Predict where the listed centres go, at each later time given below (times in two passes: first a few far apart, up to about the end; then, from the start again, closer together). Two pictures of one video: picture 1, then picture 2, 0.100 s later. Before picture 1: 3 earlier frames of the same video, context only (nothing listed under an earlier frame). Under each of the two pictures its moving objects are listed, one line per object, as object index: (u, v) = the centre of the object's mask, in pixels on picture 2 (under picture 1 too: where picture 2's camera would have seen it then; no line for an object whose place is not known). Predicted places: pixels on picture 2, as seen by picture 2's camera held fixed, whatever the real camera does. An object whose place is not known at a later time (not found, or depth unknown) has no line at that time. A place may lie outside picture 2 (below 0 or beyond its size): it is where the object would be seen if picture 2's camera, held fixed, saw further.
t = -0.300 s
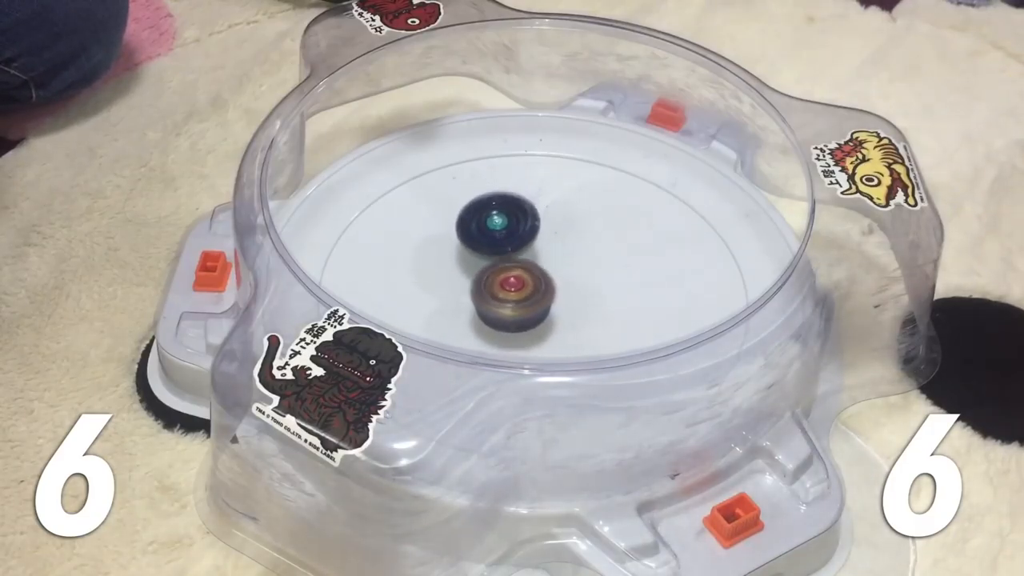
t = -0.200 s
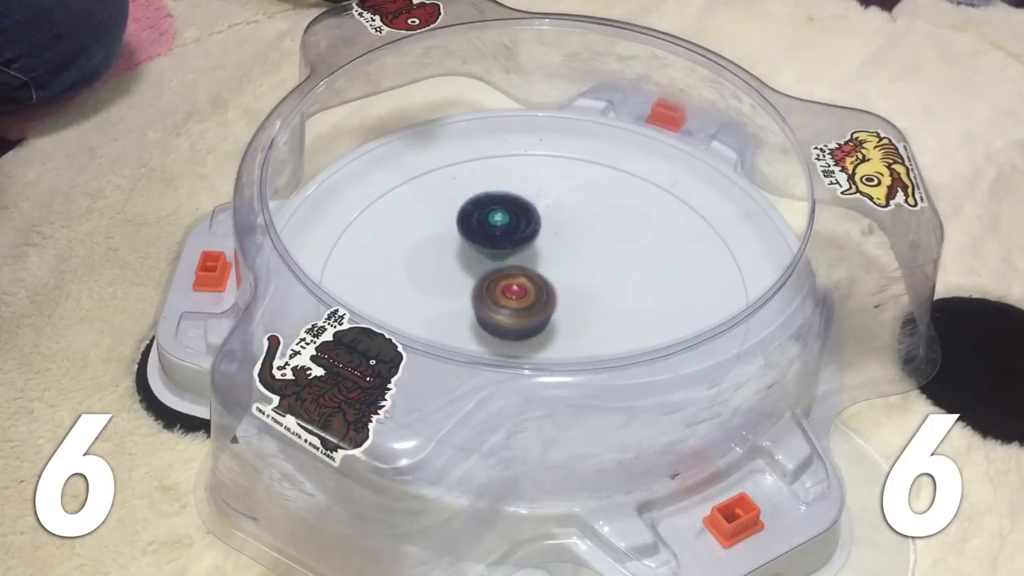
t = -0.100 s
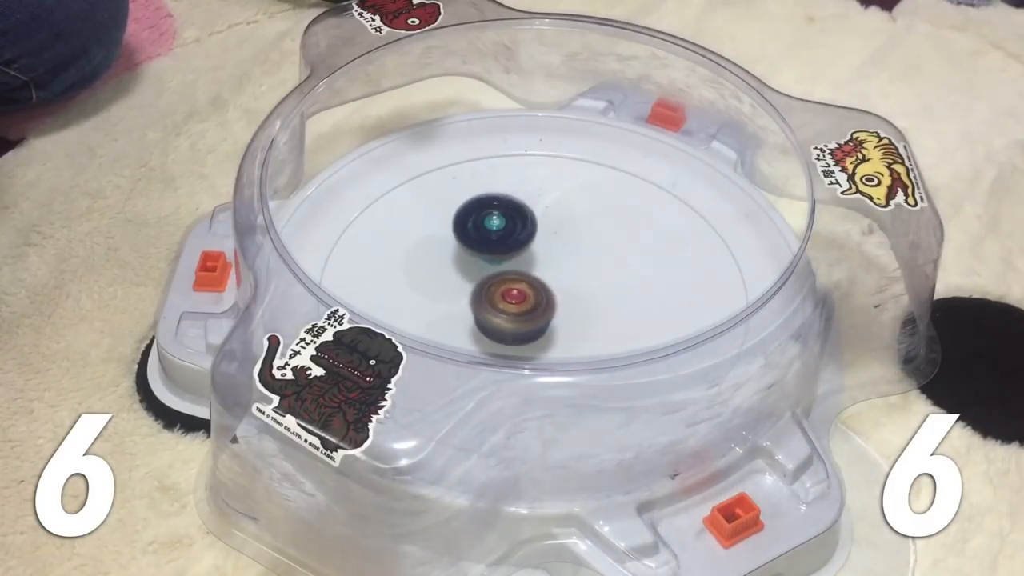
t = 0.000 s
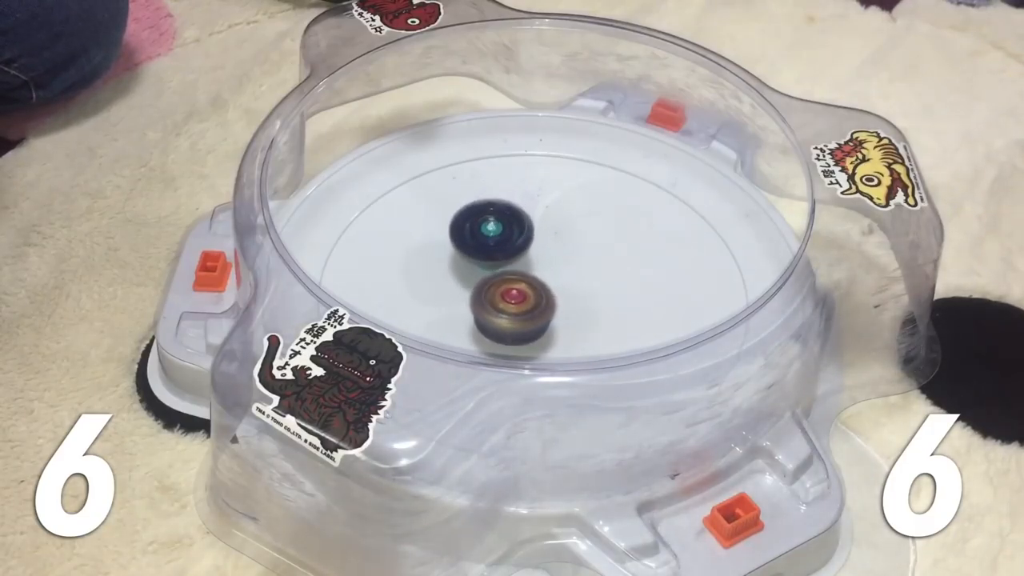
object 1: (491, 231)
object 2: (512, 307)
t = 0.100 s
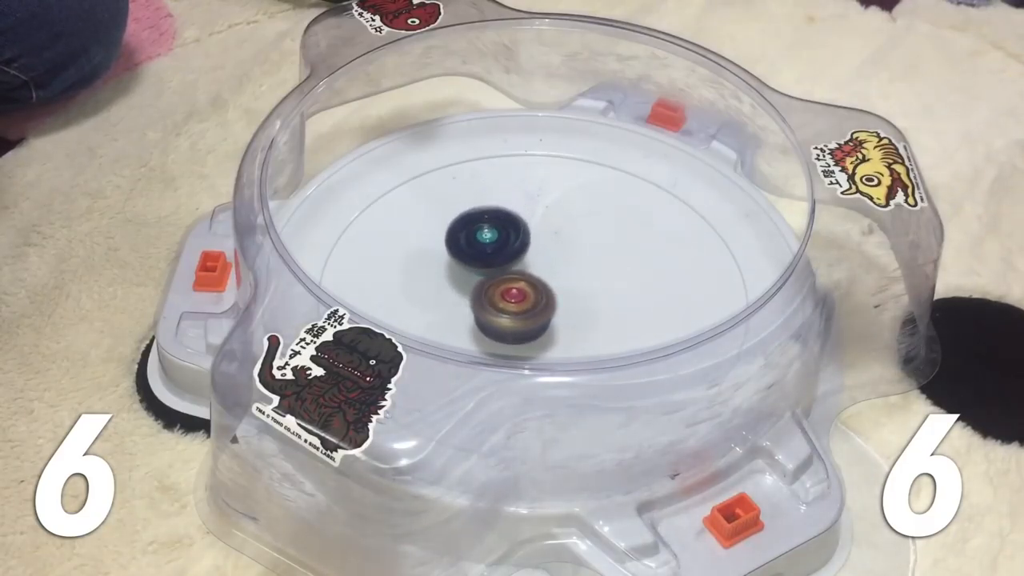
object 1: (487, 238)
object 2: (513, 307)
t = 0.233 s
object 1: (484, 229)
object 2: (521, 321)
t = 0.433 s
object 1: (479, 236)
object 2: (525, 318)
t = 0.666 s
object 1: (477, 243)
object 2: (536, 309)
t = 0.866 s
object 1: (471, 250)
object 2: (546, 297)
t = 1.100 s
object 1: (462, 258)
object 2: (564, 278)
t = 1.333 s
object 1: (478, 271)
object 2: (561, 260)
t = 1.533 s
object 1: (467, 288)
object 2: (570, 243)
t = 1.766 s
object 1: (470, 299)
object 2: (553, 248)
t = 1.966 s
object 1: (478, 308)
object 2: (533, 259)
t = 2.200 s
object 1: (486, 325)
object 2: (523, 265)
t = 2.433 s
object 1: (498, 330)
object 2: (522, 267)
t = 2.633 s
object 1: (506, 325)
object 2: (525, 265)
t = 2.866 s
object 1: (521, 315)
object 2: (531, 255)
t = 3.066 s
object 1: (539, 311)
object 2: (533, 252)
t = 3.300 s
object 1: (560, 312)
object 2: (530, 251)
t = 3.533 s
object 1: (567, 309)
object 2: (524, 256)
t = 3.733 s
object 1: (568, 312)
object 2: (513, 255)
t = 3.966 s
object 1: (566, 305)
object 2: (507, 262)
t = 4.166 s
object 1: (572, 300)
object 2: (501, 267)
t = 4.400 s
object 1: (586, 294)
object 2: (498, 272)
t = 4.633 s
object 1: (618, 298)
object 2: (473, 263)
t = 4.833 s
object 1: (608, 294)
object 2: (484, 264)
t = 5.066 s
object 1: (589, 287)
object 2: (503, 266)
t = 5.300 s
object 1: (597, 278)
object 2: (498, 258)
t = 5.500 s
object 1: (597, 270)
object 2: (506, 259)
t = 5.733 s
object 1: (603, 269)
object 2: (504, 261)
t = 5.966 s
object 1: (599, 271)
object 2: (506, 267)
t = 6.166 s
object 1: (608, 270)
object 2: (489, 269)
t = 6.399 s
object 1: (590, 266)
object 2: (497, 276)
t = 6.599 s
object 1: (596, 261)
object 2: (493, 277)
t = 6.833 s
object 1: (598, 252)
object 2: (498, 274)
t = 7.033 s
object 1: (590, 248)
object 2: (500, 272)
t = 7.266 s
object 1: (604, 249)
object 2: (473, 277)
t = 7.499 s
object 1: (592, 251)
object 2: (472, 286)
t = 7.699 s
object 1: (570, 249)
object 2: (497, 291)
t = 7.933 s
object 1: (579, 218)
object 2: (492, 303)
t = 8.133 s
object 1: (569, 216)
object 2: (499, 298)
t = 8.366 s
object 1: (553, 231)
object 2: (501, 284)
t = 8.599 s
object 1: (554, 215)
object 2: (482, 298)
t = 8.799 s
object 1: (539, 217)
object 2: (492, 302)
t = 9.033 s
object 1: (524, 223)
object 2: (510, 288)
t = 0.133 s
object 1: (486, 235)
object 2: (516, 311)
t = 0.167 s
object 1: (485, 230)
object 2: (519, 317)
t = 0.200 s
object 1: (485, 228)
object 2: (520, 320)
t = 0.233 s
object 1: (484, 229)
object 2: (521, 321)
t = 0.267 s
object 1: (482, 229)
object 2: (521, 321)
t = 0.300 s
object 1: (480, 230)
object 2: (522, 321)
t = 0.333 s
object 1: (479, 231)
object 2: (523, 320)
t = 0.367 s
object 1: (478, 233)
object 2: (523, 320)
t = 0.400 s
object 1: (479, 235)
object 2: (524, 319)
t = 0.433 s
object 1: (479, 236)
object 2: (525, 318)
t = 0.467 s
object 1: (478, 238)
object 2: (526, 317)
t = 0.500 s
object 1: (478, 241)
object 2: (527, 316)
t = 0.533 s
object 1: (479, 243)
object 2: (528, 314)
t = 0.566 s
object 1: (479, 246)
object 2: (529, 312)
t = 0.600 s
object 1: (480, 248)
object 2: (530, 309)
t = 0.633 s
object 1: (478, 246)
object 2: (534, 309)
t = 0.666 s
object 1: (477, 243)
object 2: (536, 309)
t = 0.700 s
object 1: (477, 244)
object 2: (538, 308)
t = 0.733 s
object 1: (477, 247)
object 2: (538, 305)
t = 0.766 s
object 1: (477, 249)
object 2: (539, 303)
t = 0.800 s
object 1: (474, 249)
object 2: (542, 301)
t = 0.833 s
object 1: (472, 248)
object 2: (545, 300)
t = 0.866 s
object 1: (471, 250)
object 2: (546, 297)
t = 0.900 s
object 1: (470, 252)
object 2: (547, 294)
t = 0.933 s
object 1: (468, 252)
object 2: (551, 291)
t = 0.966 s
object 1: (463, 252)
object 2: (556, 289)
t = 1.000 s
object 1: (462, 252)
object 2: (560, 287)
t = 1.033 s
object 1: (461, 254)
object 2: (562, 284)
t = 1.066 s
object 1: (461, 255)
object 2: (563, 281)
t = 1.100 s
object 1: (462, 258)
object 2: (564, 278)
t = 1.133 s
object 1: (464, 259)
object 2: (564, 275)
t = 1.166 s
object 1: (465, 262)
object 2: (564, 273)
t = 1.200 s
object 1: (468, 263)
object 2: (563, 270)
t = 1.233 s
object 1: (470, 265)
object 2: (563, 267)
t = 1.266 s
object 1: (473, 267)
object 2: (561, 265)
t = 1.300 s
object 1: (476, 269)
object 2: (561, 262)
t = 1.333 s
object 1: (478, 271)
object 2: (561, 260)
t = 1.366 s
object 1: (478, 273)
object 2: (561, 257)
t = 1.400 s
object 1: (472, 278)
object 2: (567, 251)
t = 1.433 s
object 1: (468, 282)
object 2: (571, 248)
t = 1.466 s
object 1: (468, 284)
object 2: (572, 246)
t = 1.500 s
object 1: (467, 285)
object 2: (571, 244)
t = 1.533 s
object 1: (467, 288)
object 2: (570, 243)
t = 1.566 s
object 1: (466, 290)
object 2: (569, 242)
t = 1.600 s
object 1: (466, 291)
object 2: (568, 242)
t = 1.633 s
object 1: (467, 293)
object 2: (566, 242)
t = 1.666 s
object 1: (467, 294)
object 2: (564, 243)
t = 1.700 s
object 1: (467, 296)
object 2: (561, 244)
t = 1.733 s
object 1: (468, 298)
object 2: (557, 245)
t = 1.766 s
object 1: (470, 299)
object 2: (553, 248)
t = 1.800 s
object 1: (472, 299)
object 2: (549, 250)
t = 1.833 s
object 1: (475, 300)
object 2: (545, 253)
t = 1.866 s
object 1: (477, 301)
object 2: (540, 255)
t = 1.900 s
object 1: (479, 302)
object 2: (536, 258)
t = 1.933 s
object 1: (481, 304)
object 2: (534, 259)
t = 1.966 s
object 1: (478, 308)
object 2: (533, 259)
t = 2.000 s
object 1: (477, 310)
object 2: (532, 258)
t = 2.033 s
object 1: (477, 312)
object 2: (531, 260)
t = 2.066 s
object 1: (480, 314)
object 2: (529, 262)
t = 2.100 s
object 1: (483, 315)
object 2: (527, 264)
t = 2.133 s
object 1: (486, 316)
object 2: (525, 266)
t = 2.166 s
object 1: (487, 318)
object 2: (524, 266)
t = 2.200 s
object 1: (486, 325)
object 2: (523, 265)
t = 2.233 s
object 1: (486, 328)
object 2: (524, 262)
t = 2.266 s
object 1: (487, 330)
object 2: (524, 262)
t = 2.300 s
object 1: (489, 331)
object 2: (524, 262)
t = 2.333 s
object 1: (491, 332)
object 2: (523, 263)
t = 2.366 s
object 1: (493, 332)
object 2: (523, 264)
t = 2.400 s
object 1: (495, 331)
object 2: (522, 265)
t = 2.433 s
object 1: (498, 330)
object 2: (522, 267)
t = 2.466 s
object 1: (499, 329)
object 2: (522, 268)
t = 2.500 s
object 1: (501, 327)
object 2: (523, 269)
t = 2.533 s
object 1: (502, 325)
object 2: (523, 270)
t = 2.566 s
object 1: (504, 326)
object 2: (524, 269)
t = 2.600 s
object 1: (506, 326)
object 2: (524, 266)
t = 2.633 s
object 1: (506, 325)
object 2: (525, 265)
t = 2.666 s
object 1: (508, 324)
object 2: (526, 264)
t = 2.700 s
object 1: (511, 323)
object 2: (526, 264)
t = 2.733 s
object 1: (514, 321)
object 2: (527, 263)
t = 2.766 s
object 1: (515, 318)
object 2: (528, 261)
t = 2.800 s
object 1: (518, 316)
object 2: (530, 258)
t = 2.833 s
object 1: (519, 318)
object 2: (530, 257)
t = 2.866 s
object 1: (521, 315)
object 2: (531, 255)
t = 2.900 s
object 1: (524, 314)
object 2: (532, 254)
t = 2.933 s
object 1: (527, 314)
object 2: (533, 253)
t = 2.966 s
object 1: (531, 315)
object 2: (533, 253)
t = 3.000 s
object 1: (534, 314)
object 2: (533, 252)
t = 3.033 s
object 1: (537, 312)
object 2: (533, 252)
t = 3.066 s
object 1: (539, 311)
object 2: (533, 252)
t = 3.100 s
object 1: (543, 310)
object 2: (533, 251)
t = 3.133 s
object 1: (547, 310)
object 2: (533, 250)
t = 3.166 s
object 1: (551, 312)
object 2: (531, 249)
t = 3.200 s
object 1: (552, 314)
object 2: (530, 250)
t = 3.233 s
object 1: (555, 315)
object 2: (531, 251)
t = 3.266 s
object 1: (558, 314)
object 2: (530, 251)
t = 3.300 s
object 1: (560, 312)
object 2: (530, 251)
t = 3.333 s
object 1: (561, 310)
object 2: (530, 252)
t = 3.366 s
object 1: (563, 311)
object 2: (530, 253)
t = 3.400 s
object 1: (564, 310)
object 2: (529, 254)
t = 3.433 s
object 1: (565, 308)
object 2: (529, 255)
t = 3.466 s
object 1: (566, 308)
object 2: (527, 256)
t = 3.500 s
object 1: (567, 310)
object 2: (525, 256)
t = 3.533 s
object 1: (567, 309)
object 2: (524, 256)
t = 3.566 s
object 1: (567, 309)
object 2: (523, 257)
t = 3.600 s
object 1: (566, 307)
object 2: (522, 258)
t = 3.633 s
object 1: (566, 308)
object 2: (521, 258)
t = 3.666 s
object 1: (568, 311)
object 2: (518, 257)
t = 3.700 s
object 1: (569, 313)
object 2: (515, 255)
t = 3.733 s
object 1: (568, 312)
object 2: (513, 255)
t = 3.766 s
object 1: (568, 312)
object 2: (512, 255)
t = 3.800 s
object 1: (568, 311)
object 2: (511, 256)
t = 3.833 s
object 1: (568, 310)
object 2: (510, 257)
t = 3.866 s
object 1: (567, 309)
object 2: (509, 258)
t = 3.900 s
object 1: (566, 308)
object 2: (508, 260)
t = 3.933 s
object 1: (566, 306)
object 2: (508, 261)
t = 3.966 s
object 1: (566, 305)
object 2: (507, 262)
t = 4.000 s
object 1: (566, 304)
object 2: (505, 263)
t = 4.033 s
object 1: (566, 304)
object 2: (504, 263)
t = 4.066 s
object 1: (568, 305)
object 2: (502, 264)
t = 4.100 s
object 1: (570, 303)
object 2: (501, 265)
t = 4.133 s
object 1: (571, 302)
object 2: (501, 266)
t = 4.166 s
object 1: (572, 300)
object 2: (501, 267)
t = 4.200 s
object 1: (578, 301)
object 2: (499, 267)
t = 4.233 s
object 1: (583, 302)
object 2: (496, 267)
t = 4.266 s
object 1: (585, 301)
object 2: (496, 268)
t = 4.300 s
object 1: (585, 299)
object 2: (496, 269)
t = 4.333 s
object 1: (585, 298)
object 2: (496, 270)
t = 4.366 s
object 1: (586, 297)
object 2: (497, 271)
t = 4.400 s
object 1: (586, 294)
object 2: (498, 272)
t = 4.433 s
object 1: (584, 292)
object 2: (500, 274)
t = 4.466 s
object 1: (584, 292)
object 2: (501, 274)
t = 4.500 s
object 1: (599, 296)
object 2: (488, 269)
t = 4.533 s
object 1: (609, 297)
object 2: (478, 266)
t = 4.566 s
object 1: (614, 299)
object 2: (473, 264)
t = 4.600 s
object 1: (616, 299)
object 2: (472, 263)
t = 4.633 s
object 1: (618, 298)
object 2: (473, 263)
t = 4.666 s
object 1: (616, 297)
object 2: (474, 262)
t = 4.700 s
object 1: (616, 297)
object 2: (475, 263)
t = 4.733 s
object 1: (616, 296)
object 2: (477, 263)
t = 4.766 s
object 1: (614, 295)
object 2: (479, 263)
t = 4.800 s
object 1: (611, 295)
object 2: (482, 264)
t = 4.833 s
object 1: (608, 294)
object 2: (484, 264)
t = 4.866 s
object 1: (605, 293)
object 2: (487, 265)
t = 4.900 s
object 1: (600, 292)
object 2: (491, 266)
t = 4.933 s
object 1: (596, 291)
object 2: (494, 266)
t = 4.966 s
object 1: (592, 289)
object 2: (498, 267)
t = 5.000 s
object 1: (587, 289)
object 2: (502, 267)
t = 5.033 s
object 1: (586, 288)
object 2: (504, 267)
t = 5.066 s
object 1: (589, 287)
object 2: (503, 266)
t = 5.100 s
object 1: (588, 284)
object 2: (505, 266)
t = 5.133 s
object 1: (587, 283)
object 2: (506, 265)
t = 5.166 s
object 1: (592, 283)
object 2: (501, 263)
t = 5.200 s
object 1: (596, 283)
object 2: (497, 261)
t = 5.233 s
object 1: (596, 282)
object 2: (497, 259)
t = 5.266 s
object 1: (596, 280)
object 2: (497, 259)
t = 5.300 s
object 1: (597, 278)
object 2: (498, 258)
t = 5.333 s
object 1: (596, 275)
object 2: (499, 257)
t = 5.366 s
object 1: (597, 274)
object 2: (500, 258)
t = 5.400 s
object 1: (598, 273)
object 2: (501, 258)
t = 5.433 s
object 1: (598, 271)
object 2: (503, 258)
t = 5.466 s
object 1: (597, 270)
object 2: (505, 258)
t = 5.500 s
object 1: (597, 270)
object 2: (506, 259)
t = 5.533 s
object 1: (596, 268)
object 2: (508, 259)
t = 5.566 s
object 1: (596, 268)
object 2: (509, 260)
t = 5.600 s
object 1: (602, 269)
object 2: (504, 259)
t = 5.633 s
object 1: (606, 270)
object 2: (502, 260)
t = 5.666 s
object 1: (604, 270)
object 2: (503, 260)
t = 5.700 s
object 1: (603, 270)
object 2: (503, 261)
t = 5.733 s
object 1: (603, 269)
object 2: (504, 261)
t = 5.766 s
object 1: (601, 269)
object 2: (506, 262)
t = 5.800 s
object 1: (600, 269)
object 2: (507, 263)
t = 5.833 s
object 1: (598, 269)
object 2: (509, 265)
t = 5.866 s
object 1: (598, 269)
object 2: (508, 265)
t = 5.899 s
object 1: (601, 269)
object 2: (505, 266)
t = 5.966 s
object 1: (599, 271)
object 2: (506, 267)
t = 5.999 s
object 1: (595, 271)
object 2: (507, 268)
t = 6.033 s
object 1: (599, 271)
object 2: (502, 268)
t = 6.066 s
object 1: (606, 272)
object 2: (494, 267)
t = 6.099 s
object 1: (608, 273)
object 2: (490, 268)
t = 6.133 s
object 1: (608, 272)
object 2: (489, 268)
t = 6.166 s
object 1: (608, 270)
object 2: (489, 269)
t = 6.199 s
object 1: (606, 271)
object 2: (489, 270)
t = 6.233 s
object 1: (605, 270)
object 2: (489, 270)
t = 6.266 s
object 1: (602, 269)
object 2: (490, 271)
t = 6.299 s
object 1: (600, 269)
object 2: (491, 273)
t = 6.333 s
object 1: (598, 268)
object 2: (493, 274)
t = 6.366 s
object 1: (594, 267)
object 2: (495, 275)
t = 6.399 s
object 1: (590, 266)
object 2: (497, 276)
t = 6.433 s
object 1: (587, 265)
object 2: (500, 276)
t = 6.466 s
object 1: (592, 265)
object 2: (495, 277)
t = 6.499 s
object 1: (597, 265)
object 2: (490, 277)
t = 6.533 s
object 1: (598, 264)
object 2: (490, 277)
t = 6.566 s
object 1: (596, 263)
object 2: (491, 277)
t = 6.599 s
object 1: (596, 261)
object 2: (493, 277)
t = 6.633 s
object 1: (595, 258)
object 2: (494, 276)
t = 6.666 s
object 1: (594, 258)
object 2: (497, 276)
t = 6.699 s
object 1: (593, 256)
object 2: (499, 276)
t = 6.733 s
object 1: (591, 254)
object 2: (501, 275)
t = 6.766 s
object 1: (590, 253)
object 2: (504, 274)
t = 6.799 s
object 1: (596, 252)
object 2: (500, 274)
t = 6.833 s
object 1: (598, 252)
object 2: (498, 274)
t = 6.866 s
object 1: (598, 252)
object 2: (499, 274)
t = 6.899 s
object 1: (596, 249)
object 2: (498, 273)
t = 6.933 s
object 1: (595, 250)
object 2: (498, 273)
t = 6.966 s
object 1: (594, 248)
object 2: (499, 273)
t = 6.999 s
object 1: (592, 248)
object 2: (499, 272)
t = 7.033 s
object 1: (590, 248)
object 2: (500, 272)
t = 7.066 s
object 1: (588, 247)
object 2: (501, 272)
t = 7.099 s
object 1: (587, 248)
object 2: (501, 272)
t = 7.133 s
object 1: (588, 249)
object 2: (499, 272)
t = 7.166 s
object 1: (584, 251)
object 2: (500, 272)
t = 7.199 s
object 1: (593, 249)
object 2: (489, 274)
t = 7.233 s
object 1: (601, 247)
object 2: (478, 275)
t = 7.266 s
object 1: (604, 249)
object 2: (473, 277)
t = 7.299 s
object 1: (603, 248)
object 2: (471, 278)
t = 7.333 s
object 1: (601, 249)
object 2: (469, 279)
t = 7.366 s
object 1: (601, 248)
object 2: (468, 280)
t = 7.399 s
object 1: (598, 248)
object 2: (468, 282)
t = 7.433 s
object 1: (597, 249)
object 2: (468, 283)
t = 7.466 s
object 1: (594, 252)
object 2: (470, 285)
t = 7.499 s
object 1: (592, 251)
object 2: (472, 286)
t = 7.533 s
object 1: (589, 251)
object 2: (475, 288)
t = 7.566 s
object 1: (585, 252)
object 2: (479, 289)
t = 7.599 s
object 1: (582, 251)
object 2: (483, 290)
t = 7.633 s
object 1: (577, 251)
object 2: (487, 291)
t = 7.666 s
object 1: (574, 251)
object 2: (492, 291)
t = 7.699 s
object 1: (570, 249)
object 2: (497, 291)
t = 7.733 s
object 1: (566, 248)
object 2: (502, 291)
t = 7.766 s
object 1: (568, 244)
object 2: (501, 293)
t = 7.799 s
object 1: (574, 234)
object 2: (495, 298)
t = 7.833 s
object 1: (578, 229)
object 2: (492, 302)
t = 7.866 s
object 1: (581, 222)
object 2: (491, 303)
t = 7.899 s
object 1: (580, 220)
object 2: (492, 303)
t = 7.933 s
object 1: (579, 218)
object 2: (492, 303)
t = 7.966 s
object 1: (578, 216)
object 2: (493, 302)
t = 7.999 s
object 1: (576, 215)
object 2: (494, 302)
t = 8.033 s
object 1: (575, 215)
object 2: (495, 301)
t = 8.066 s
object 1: (573, 215)
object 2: (497, 300)
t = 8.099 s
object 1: (572, 215)
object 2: (497, 299)
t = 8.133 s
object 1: (569, 216)
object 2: (499, 298)
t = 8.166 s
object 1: (568, 217)
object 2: (500, 296)
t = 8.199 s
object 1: (565, 218)
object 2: (501, 294)
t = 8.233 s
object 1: (563, 219)
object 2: (501, 292)
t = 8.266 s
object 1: (560, 220)
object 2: (502, 290)
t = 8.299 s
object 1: (559, 225)
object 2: (502, 288)
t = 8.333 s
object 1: (556, 228)
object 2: (502, 286)
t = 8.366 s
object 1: (553, 231)
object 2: (501, 284)
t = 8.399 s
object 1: (551, 232)
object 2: (498, 283)
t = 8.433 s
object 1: (553, 223)
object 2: (492, 289)
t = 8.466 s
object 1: (557, 220)
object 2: (488, 293)
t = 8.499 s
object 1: (558, 217)
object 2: (486, 294)
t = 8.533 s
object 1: (558, 217)
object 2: (484, 295)
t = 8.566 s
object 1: (558, 215)
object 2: (482, 296)
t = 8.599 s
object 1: (554, 215)
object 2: (482, 298)
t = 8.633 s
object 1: (552, 217)
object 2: (483, 299)
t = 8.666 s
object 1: (548, 217)
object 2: (483, 300)
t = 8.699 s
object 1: (545, 218)
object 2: (485, 301)
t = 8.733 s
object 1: (542, 217)
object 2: (486, 302)
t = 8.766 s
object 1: (542, 217)
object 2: (489, 302)
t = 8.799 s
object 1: (539, 217)
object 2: (492, 302)
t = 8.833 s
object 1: (538, 218)
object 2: (495, 301)
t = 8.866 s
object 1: (535, 219)
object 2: (497, 300)
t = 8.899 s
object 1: (533, 221)
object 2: (500, 299)
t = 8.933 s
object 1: (530, 222)
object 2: (504, 297)
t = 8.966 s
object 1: (529, 223)
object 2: (506, 295)
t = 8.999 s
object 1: (526, 224)
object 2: (508, 292)
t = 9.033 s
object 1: (524, 223)
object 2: (510, 288)
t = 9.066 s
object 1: (522, 223)
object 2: (511, 286)
